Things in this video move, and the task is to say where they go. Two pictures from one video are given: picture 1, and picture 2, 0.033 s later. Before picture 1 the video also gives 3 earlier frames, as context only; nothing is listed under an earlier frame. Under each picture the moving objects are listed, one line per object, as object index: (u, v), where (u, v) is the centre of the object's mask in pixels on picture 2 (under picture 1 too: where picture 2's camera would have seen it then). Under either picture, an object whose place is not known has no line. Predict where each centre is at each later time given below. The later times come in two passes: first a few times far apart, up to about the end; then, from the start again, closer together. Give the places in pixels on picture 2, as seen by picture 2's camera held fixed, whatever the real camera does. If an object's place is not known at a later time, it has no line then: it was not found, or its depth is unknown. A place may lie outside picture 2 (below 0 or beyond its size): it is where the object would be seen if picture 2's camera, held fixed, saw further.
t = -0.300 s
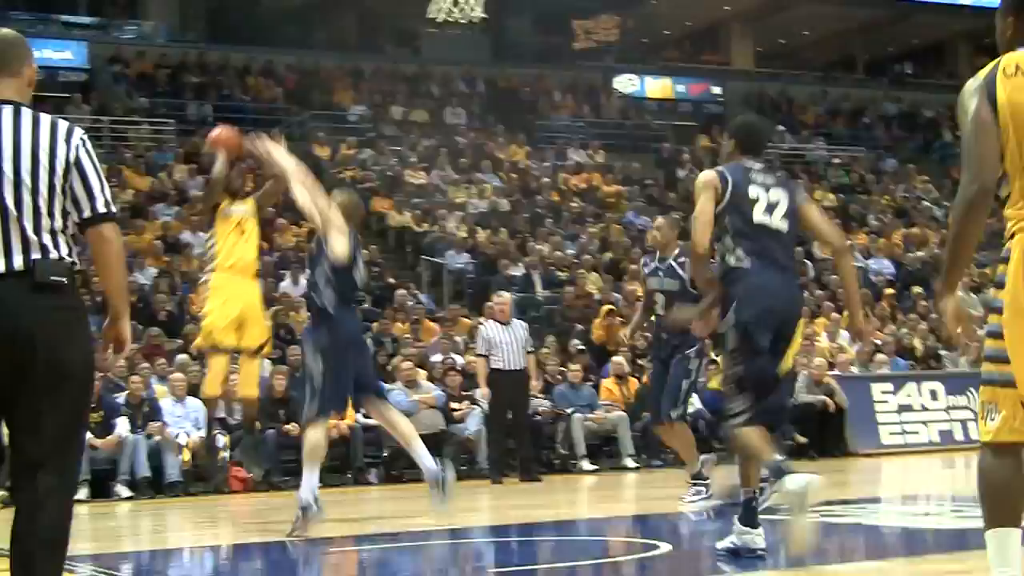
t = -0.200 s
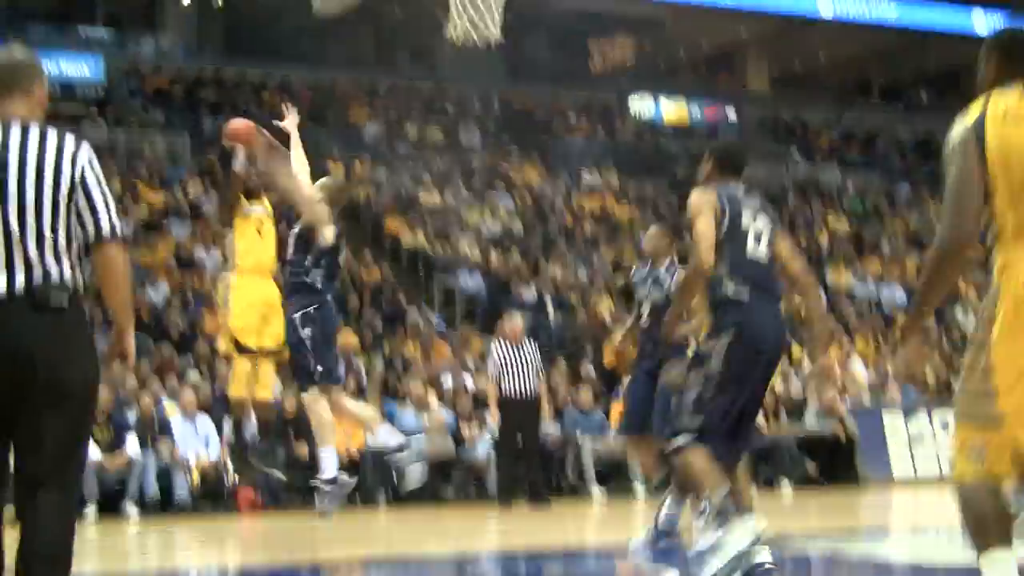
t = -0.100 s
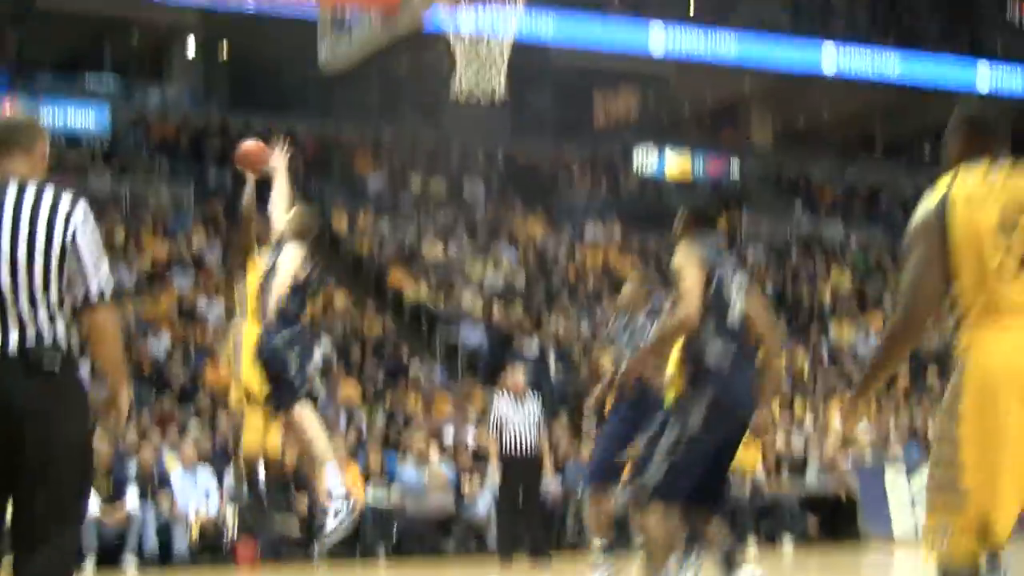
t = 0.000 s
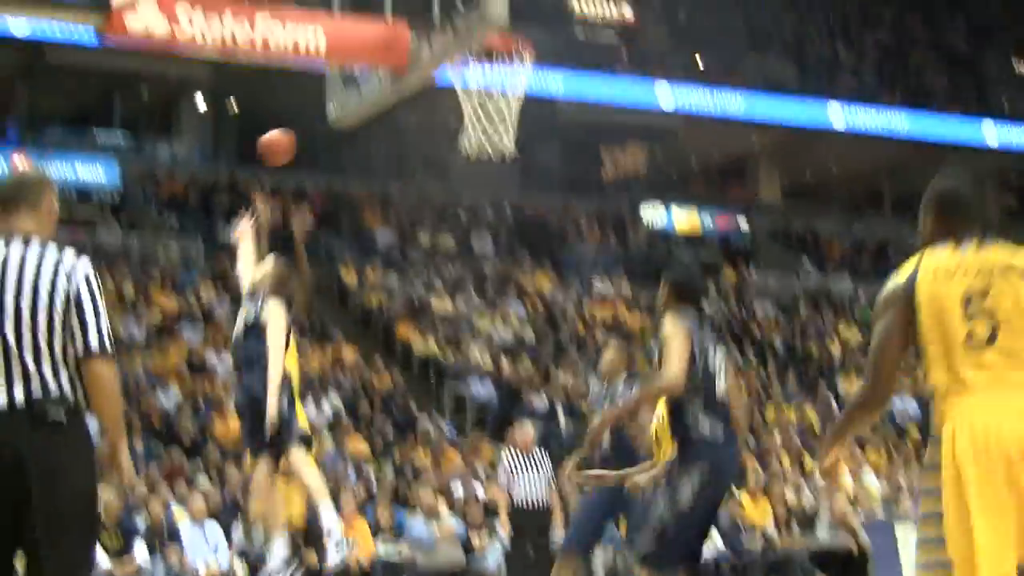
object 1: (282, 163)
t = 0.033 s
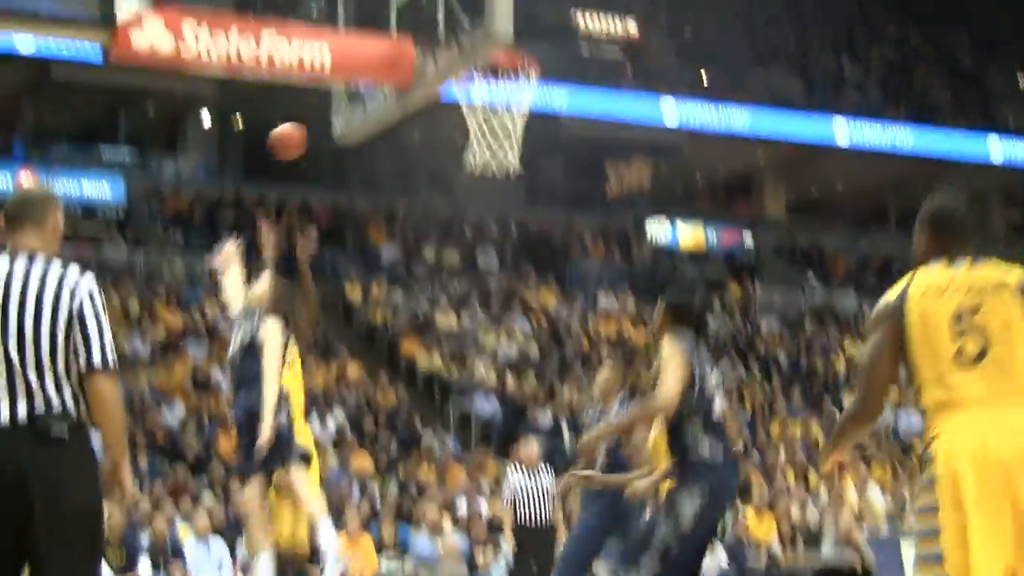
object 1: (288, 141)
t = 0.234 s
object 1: (331, 22)
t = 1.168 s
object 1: (514, 52)
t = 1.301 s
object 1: (500, 80)
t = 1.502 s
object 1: (450, 151)
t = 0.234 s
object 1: (331, 22)
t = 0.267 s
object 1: (332, 14)
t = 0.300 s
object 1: (337, 7)
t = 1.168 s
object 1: (514, 52)
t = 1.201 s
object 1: (518, 50)
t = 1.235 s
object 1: (513, 69)
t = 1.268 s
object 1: (510, 72)
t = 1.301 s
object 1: (500, 80)
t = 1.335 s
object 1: (491, 86)
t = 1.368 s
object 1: (483, 93)
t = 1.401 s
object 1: (471, 106)
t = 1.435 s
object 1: (465, 119)
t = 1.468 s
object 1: (461, 128)
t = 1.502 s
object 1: (450, 151)
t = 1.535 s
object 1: (455, 160)
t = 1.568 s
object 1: (455, 167)
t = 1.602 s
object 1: (455, 177)
